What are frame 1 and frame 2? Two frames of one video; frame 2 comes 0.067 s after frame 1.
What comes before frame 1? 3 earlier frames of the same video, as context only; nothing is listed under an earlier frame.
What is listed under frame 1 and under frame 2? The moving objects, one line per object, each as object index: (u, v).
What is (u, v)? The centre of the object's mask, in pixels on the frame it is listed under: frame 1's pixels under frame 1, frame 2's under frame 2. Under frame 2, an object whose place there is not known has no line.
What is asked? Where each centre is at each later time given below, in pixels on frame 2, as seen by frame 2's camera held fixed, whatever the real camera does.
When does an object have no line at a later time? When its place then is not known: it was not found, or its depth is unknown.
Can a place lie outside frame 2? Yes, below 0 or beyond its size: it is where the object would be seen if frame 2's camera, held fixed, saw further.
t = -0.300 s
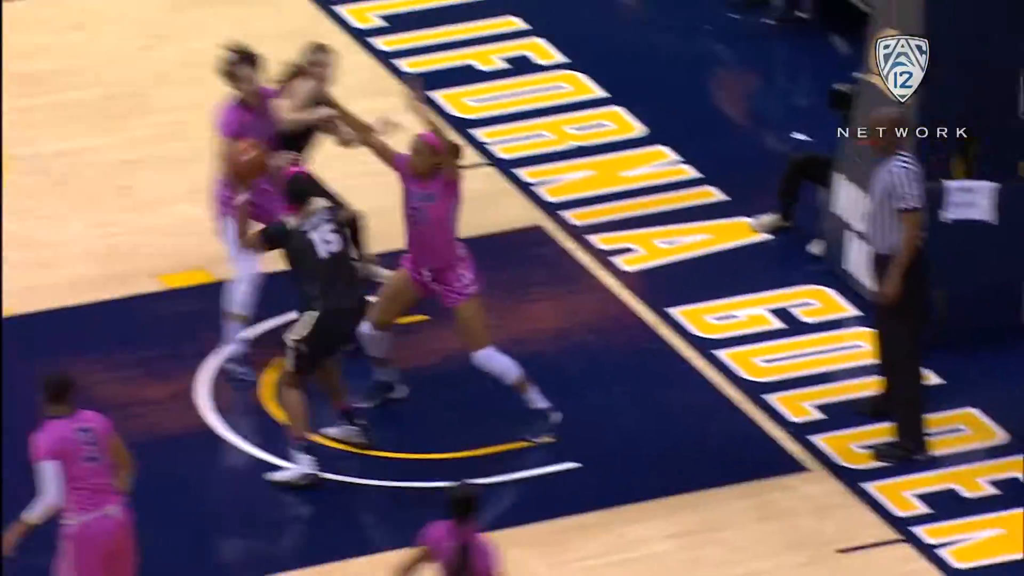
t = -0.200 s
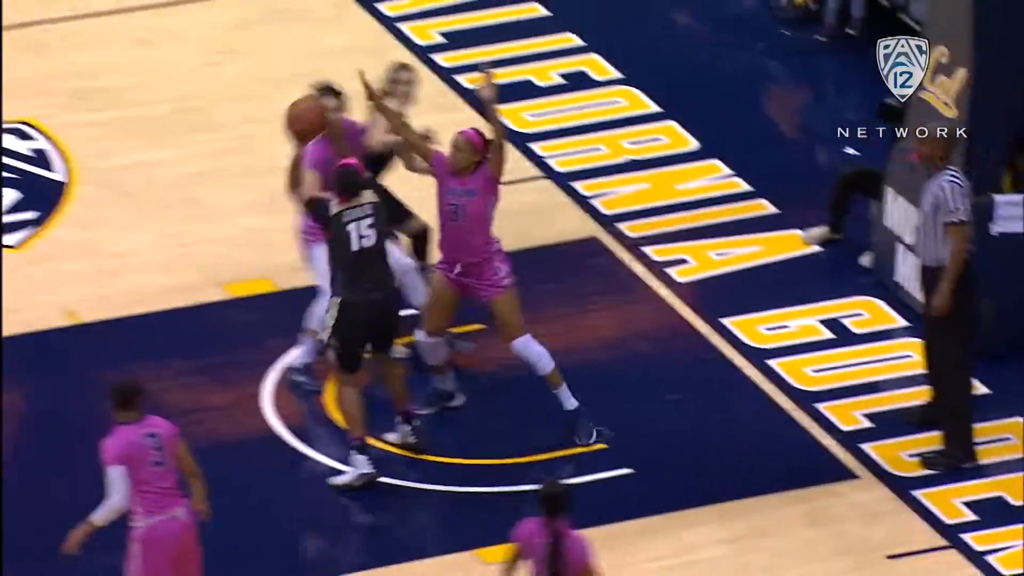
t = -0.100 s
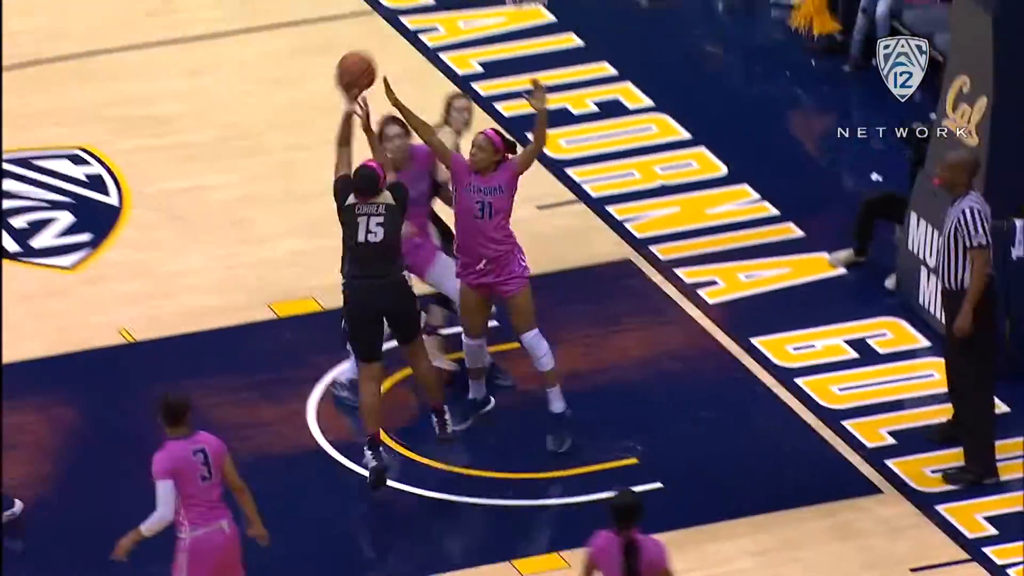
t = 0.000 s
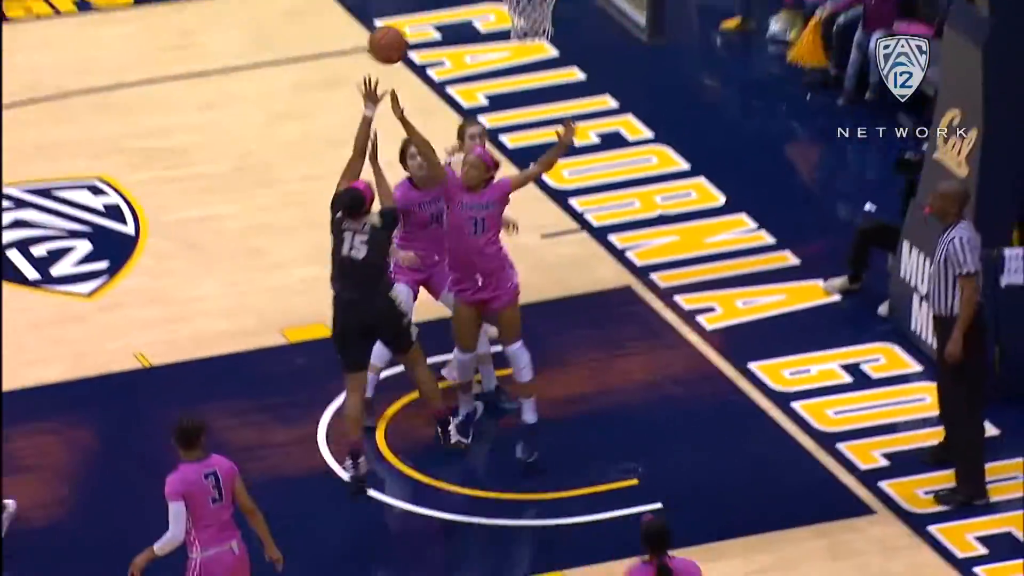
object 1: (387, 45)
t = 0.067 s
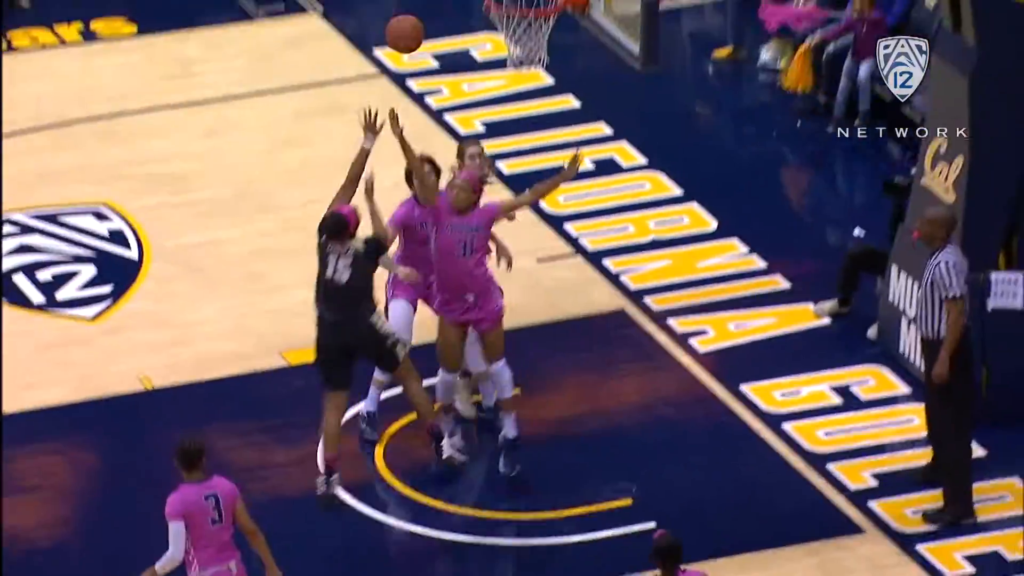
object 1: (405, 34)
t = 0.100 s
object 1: (409, 25)
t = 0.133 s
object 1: (419, 10)
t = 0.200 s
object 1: (437, -17)
